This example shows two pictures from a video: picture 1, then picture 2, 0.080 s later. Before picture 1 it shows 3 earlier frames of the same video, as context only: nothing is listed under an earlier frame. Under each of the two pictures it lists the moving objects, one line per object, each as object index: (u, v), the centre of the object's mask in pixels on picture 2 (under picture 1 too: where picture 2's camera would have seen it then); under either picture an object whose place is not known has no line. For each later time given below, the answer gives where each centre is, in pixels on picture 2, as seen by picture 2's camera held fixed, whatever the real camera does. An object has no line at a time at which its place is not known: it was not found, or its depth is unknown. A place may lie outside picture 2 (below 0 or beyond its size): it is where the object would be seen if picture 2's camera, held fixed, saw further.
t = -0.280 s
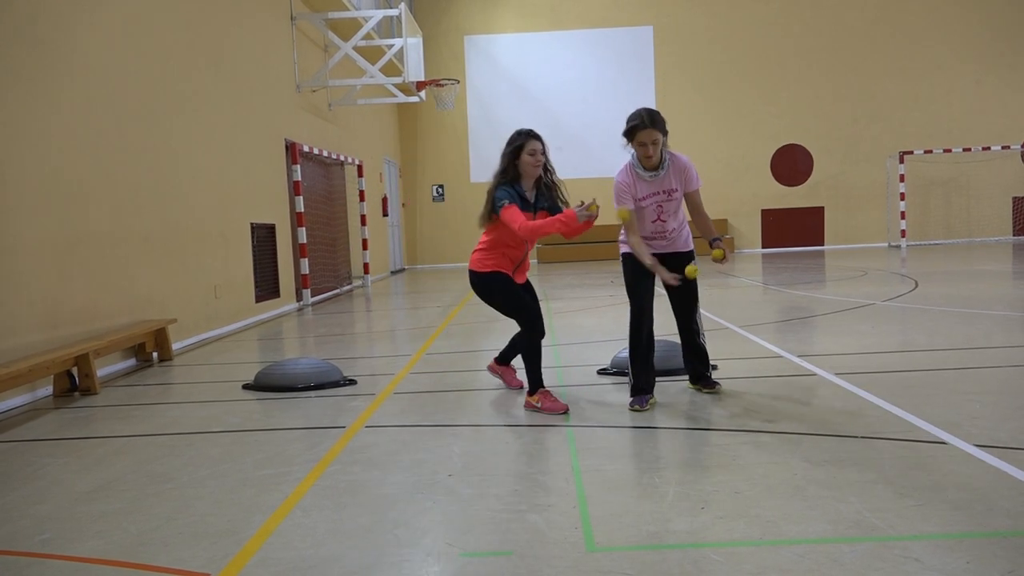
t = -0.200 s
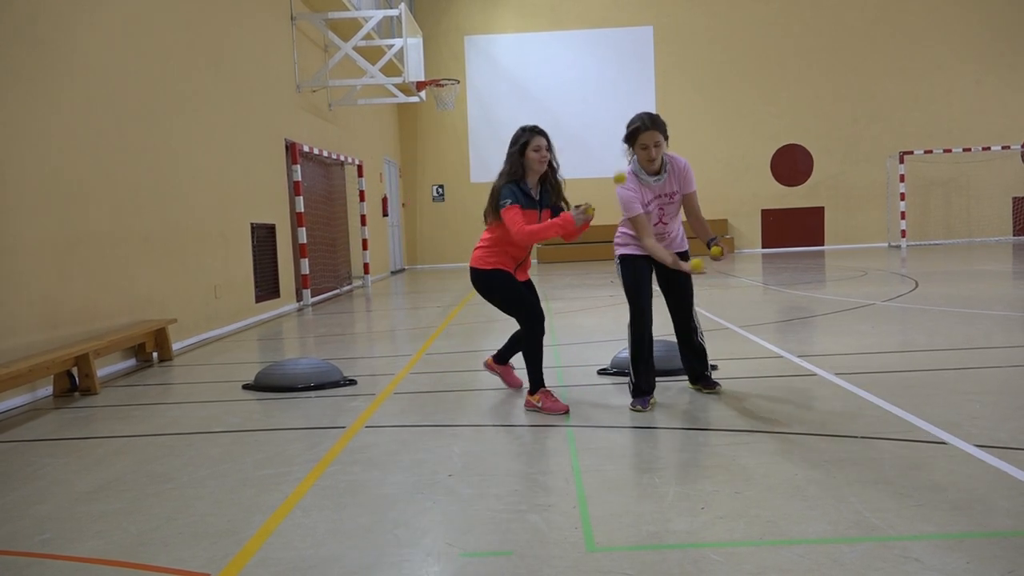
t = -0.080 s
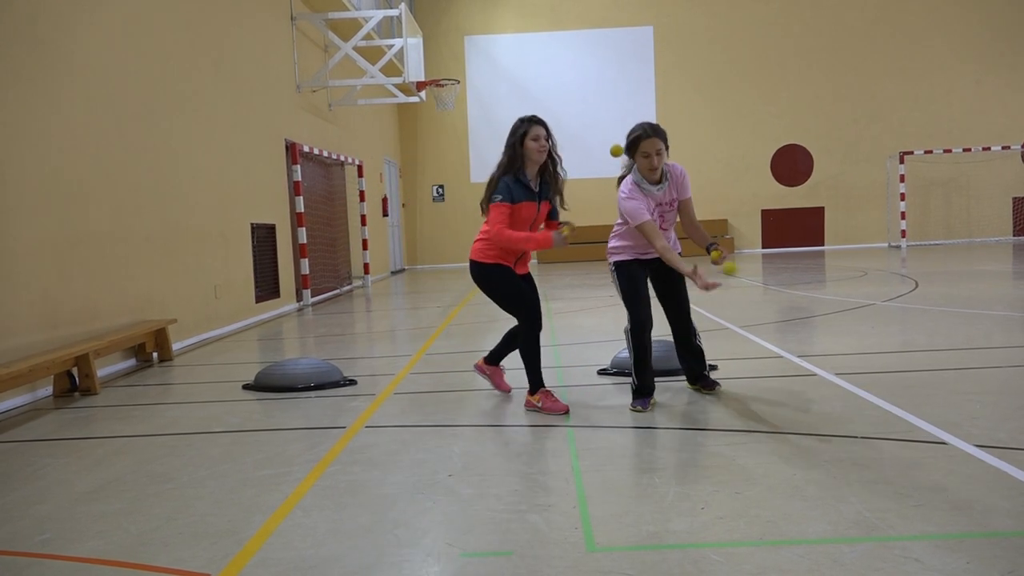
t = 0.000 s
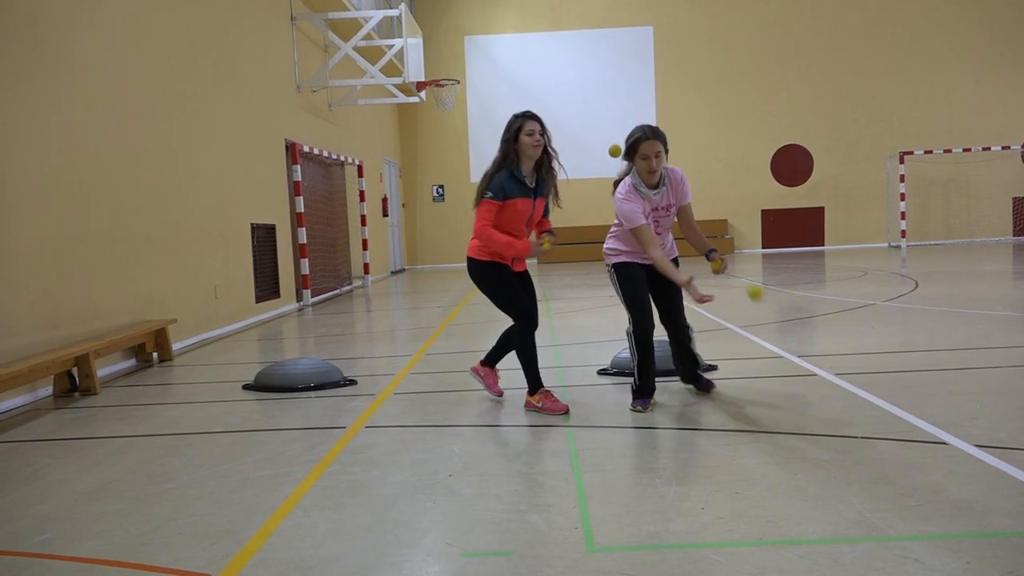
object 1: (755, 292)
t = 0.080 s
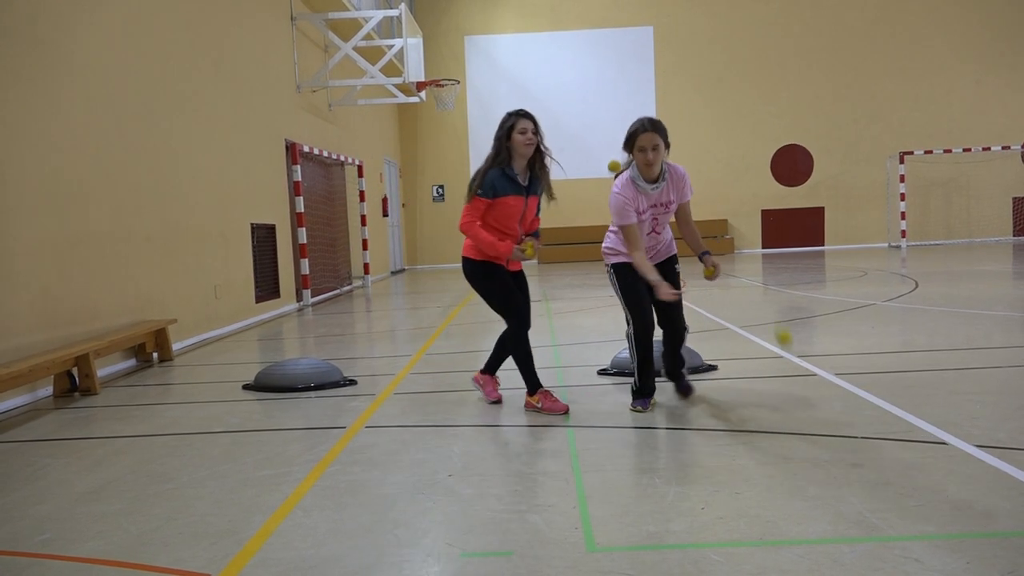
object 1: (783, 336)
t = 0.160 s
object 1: (816, 407)
